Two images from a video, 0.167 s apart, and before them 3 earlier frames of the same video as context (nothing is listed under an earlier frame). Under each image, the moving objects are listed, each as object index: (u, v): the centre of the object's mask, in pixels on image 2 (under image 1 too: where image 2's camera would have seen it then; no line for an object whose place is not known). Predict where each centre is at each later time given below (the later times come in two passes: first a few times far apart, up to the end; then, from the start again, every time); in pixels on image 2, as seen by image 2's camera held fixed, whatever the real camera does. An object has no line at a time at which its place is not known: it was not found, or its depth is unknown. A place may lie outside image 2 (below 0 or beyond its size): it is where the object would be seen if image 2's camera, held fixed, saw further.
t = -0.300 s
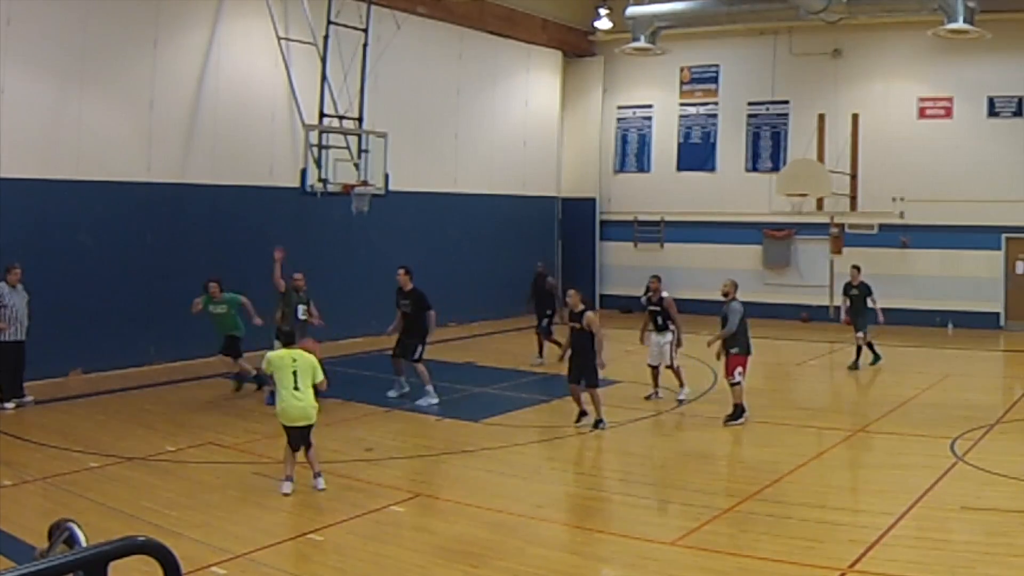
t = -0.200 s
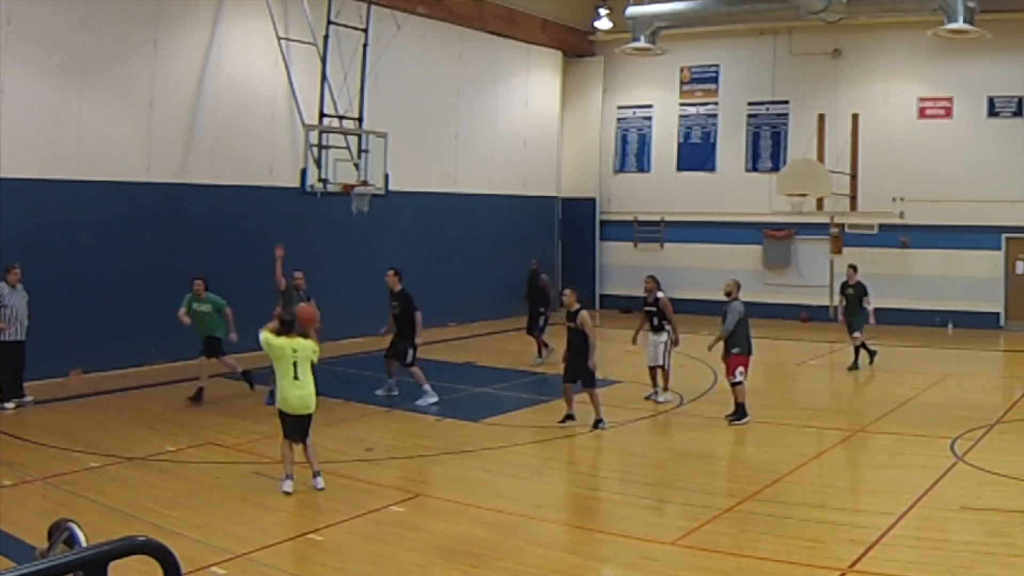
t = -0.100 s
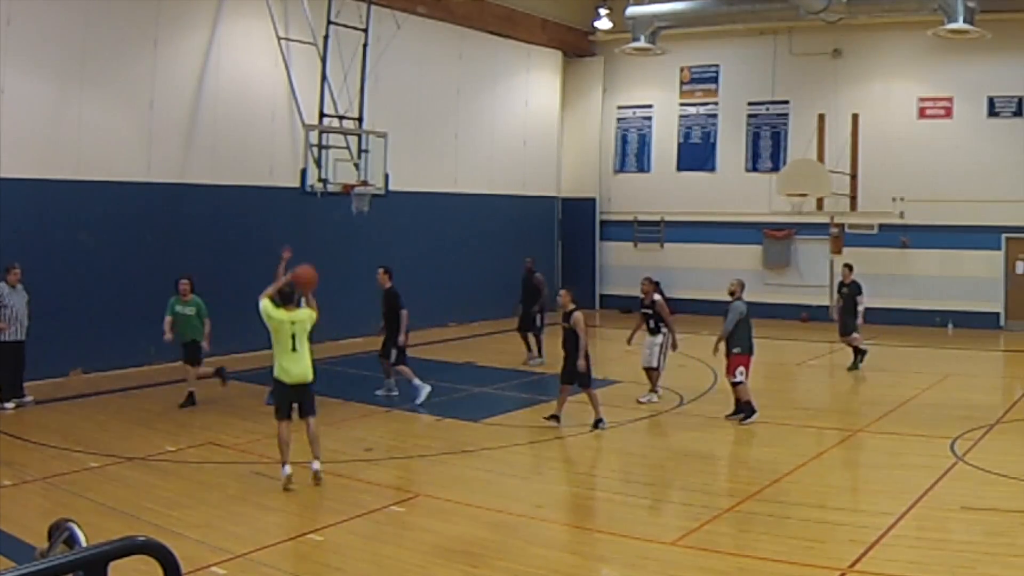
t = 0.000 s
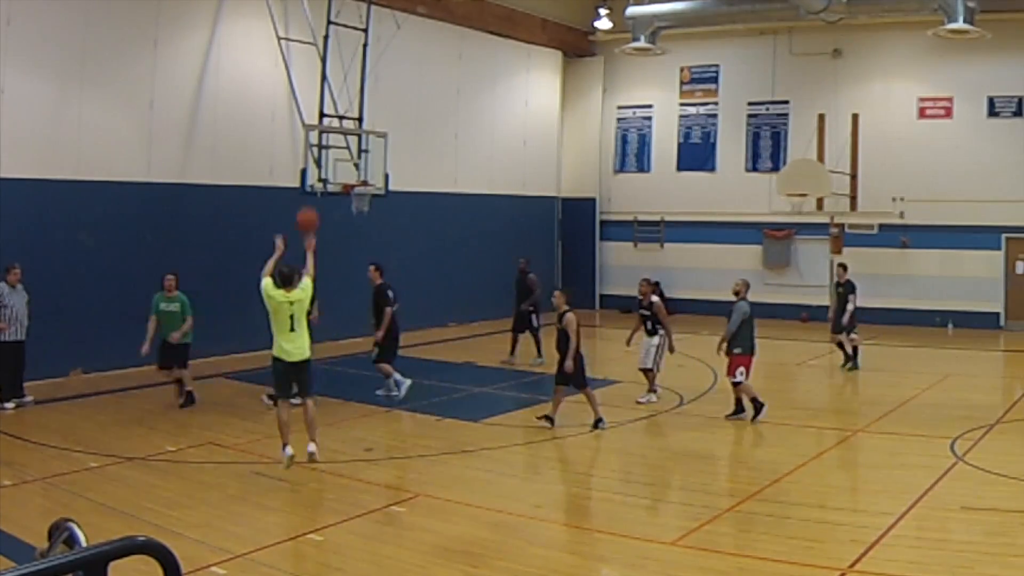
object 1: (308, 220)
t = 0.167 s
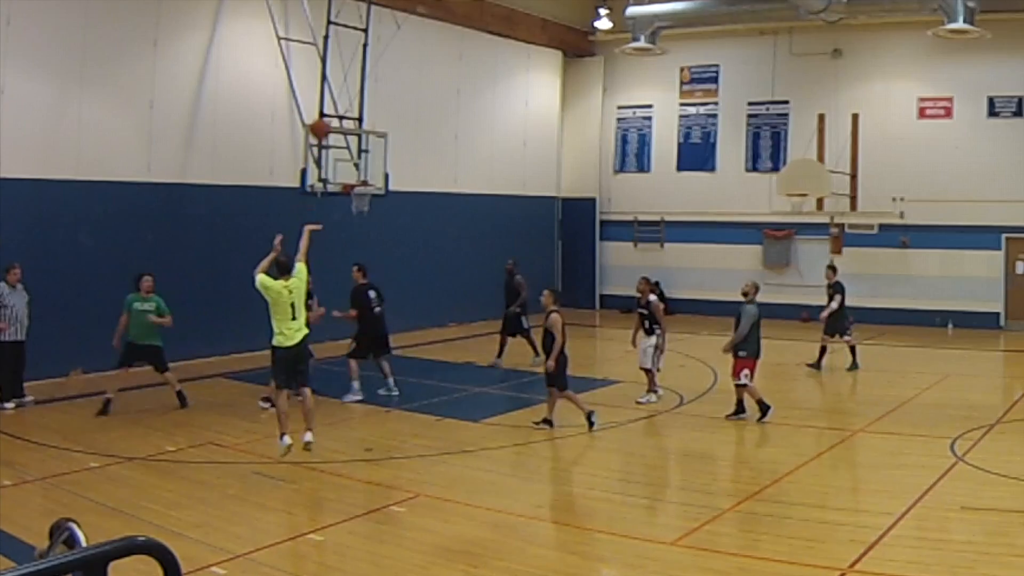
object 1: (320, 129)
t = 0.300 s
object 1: (330, 84)
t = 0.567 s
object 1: (344, 48)
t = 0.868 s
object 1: (354, 72)
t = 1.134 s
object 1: (359, 136)
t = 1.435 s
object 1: (361, 238)
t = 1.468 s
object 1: (361, 251)
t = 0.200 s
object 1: (322, 116)
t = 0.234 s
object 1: (325, 104)
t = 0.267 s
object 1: (328, 93)
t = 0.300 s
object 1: (330, 84)
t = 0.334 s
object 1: (332, 75)
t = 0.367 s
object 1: (334, 68)
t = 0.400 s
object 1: (336, 62)
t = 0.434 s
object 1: (338, 57)
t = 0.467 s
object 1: (340, 54)
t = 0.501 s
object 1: (342, 51)
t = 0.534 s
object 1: (343, 49)
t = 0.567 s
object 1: (344, 48)
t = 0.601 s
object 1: (346, 47)
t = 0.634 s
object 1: (347, 48)
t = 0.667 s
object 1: (348, 49)
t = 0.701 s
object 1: (349, 51)
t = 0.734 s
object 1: (351, 54)
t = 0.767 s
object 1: (352, 58)
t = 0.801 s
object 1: (353, 62)
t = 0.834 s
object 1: (354, 67)
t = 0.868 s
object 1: (354, 72)
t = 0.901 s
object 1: (354, 79)
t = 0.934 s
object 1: (355, 85)
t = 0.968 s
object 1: (355, 92)
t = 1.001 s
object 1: (355, 100)
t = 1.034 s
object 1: (356, 108)
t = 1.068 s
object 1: (357, 118)
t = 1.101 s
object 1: (357, 127)
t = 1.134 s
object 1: (359, 136)
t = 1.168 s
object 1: (360, 147)
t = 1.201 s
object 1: (360, 158)
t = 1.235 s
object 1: (360, 168)
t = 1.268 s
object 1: (361, 180)
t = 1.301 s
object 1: (362, 188)
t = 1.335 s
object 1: (363, 202)
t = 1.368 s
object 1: (361, 212)
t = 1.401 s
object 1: (362, 225)
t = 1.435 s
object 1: (361, 238)
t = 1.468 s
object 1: (361, 251)
